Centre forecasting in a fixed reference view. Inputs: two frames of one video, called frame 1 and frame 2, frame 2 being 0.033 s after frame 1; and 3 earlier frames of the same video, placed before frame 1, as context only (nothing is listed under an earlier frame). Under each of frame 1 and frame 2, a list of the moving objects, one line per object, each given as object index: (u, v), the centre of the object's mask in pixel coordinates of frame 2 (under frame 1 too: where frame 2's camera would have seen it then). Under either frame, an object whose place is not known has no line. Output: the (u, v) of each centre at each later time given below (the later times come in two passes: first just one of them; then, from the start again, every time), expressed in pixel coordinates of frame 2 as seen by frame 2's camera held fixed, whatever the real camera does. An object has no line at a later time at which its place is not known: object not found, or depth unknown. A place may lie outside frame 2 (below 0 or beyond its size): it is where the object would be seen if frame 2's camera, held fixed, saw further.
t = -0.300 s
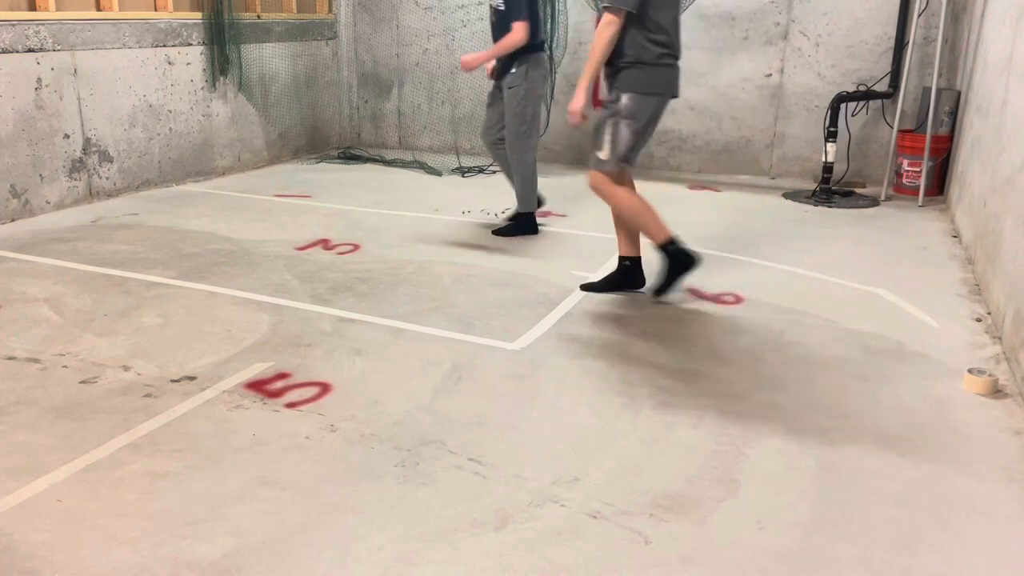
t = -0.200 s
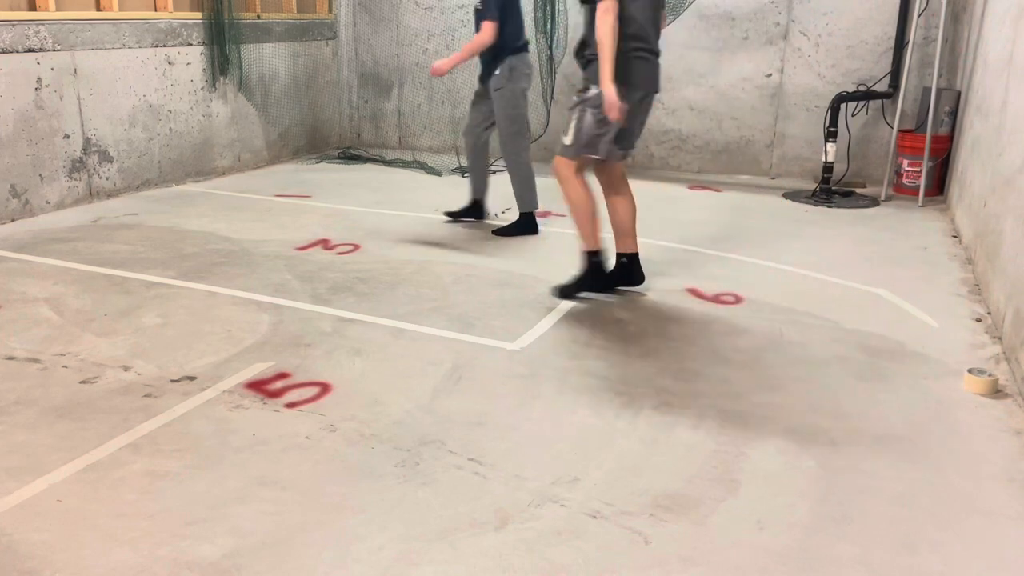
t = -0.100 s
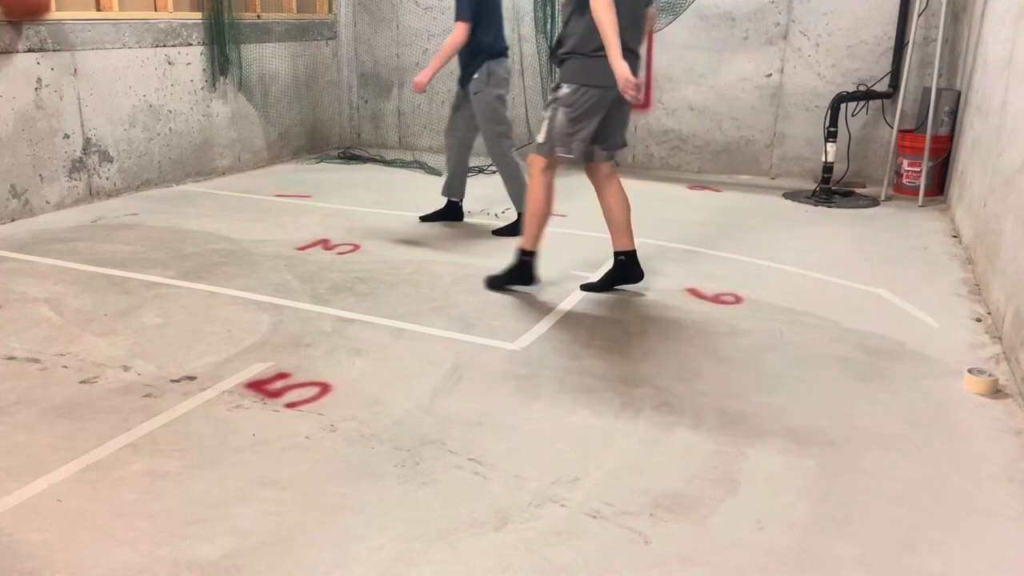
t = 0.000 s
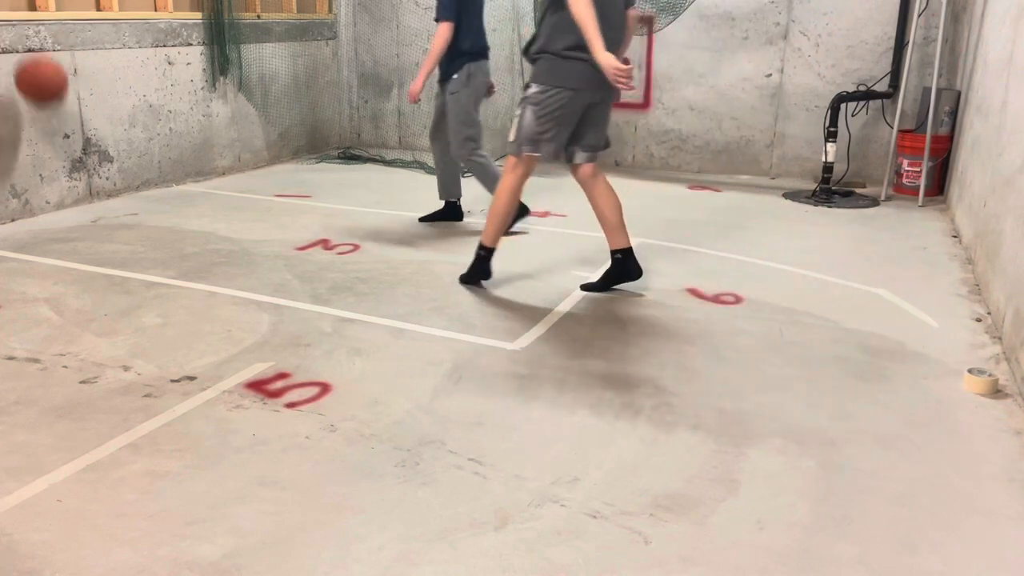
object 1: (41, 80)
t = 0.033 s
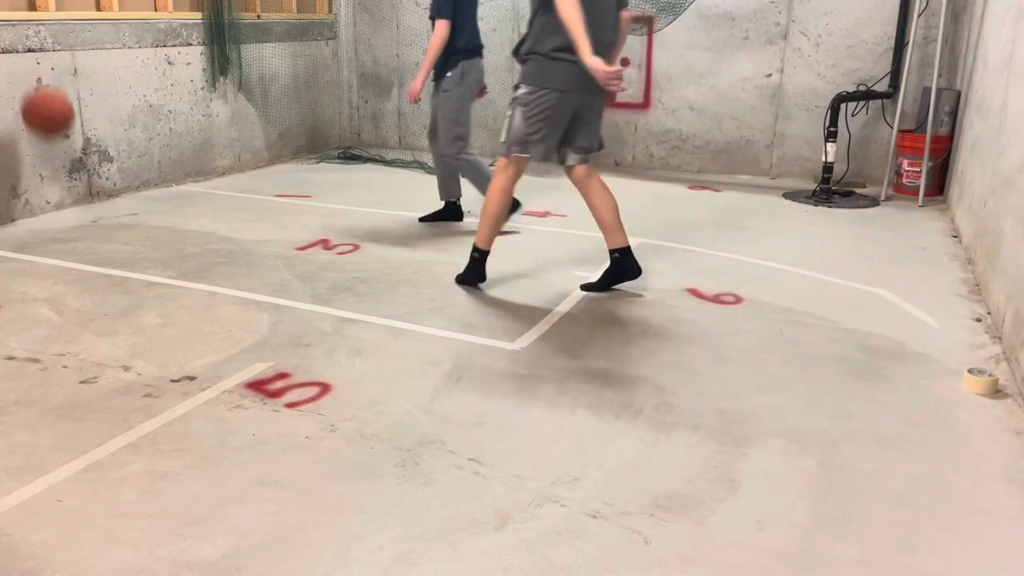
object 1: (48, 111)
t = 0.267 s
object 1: (72, 102)
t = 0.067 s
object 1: (54, 144)
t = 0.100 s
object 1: (62, 182)
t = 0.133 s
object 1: (67, 197)
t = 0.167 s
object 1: (67, 171)
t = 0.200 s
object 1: (69, 147)
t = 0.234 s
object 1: (70, 124)
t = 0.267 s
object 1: (72, 102)
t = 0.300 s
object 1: (73, 84)
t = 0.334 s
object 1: (76, 66)
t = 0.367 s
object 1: (79, 50)
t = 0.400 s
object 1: (82, 37)
